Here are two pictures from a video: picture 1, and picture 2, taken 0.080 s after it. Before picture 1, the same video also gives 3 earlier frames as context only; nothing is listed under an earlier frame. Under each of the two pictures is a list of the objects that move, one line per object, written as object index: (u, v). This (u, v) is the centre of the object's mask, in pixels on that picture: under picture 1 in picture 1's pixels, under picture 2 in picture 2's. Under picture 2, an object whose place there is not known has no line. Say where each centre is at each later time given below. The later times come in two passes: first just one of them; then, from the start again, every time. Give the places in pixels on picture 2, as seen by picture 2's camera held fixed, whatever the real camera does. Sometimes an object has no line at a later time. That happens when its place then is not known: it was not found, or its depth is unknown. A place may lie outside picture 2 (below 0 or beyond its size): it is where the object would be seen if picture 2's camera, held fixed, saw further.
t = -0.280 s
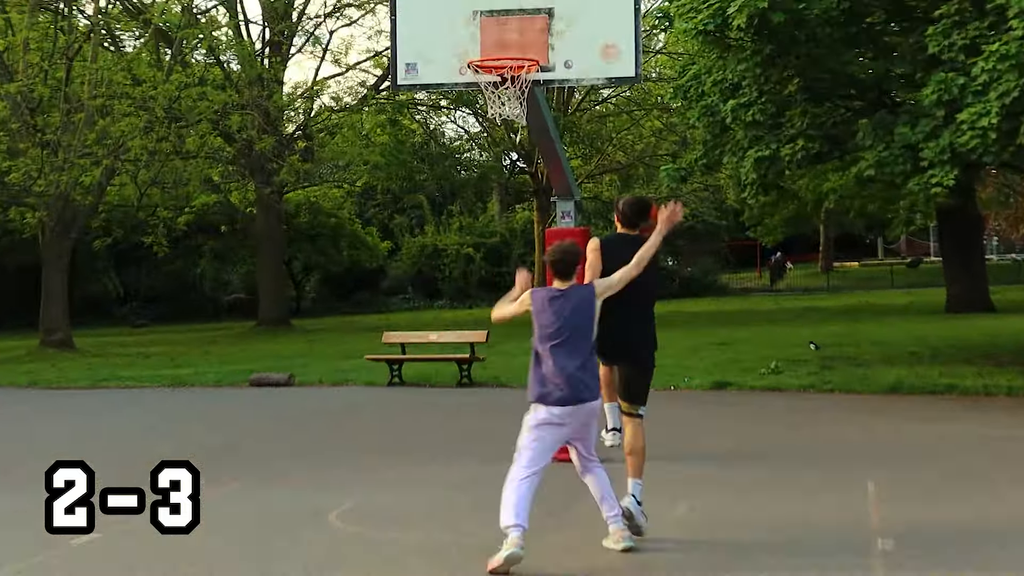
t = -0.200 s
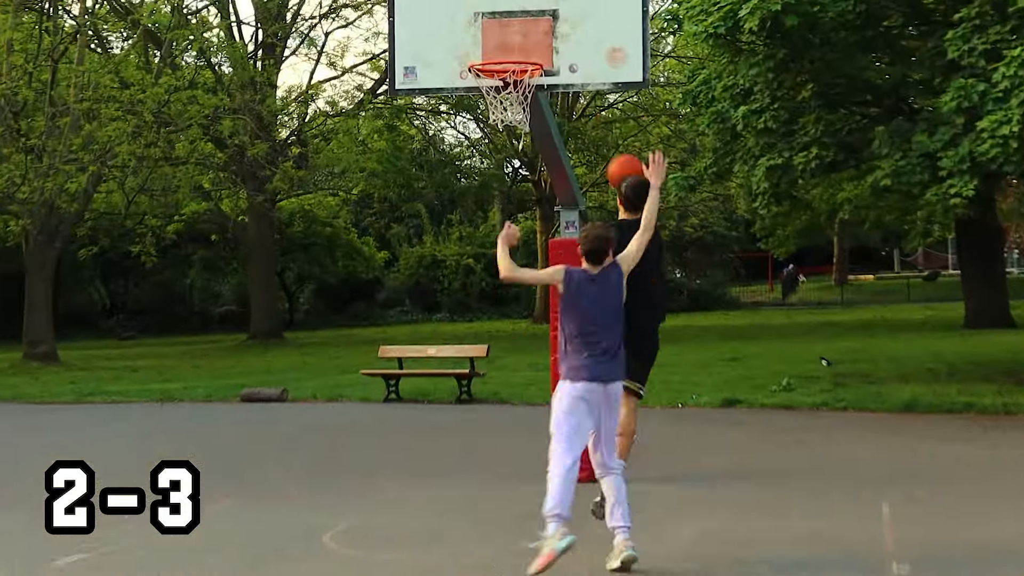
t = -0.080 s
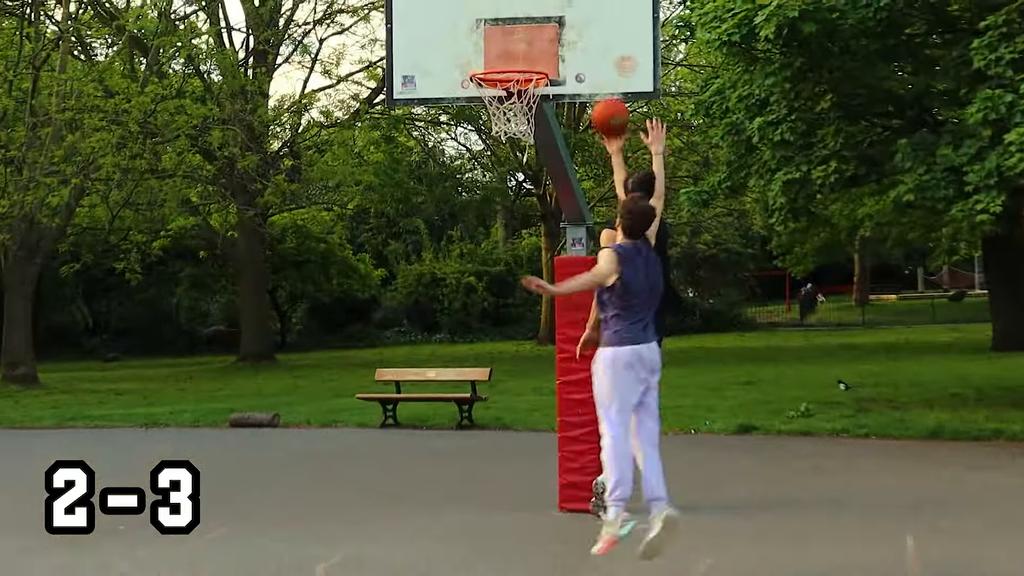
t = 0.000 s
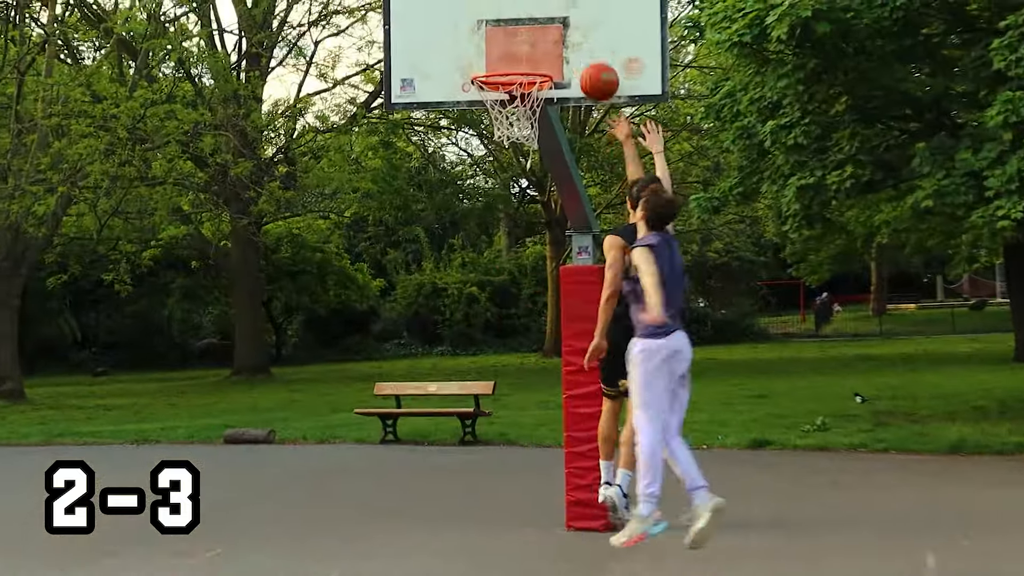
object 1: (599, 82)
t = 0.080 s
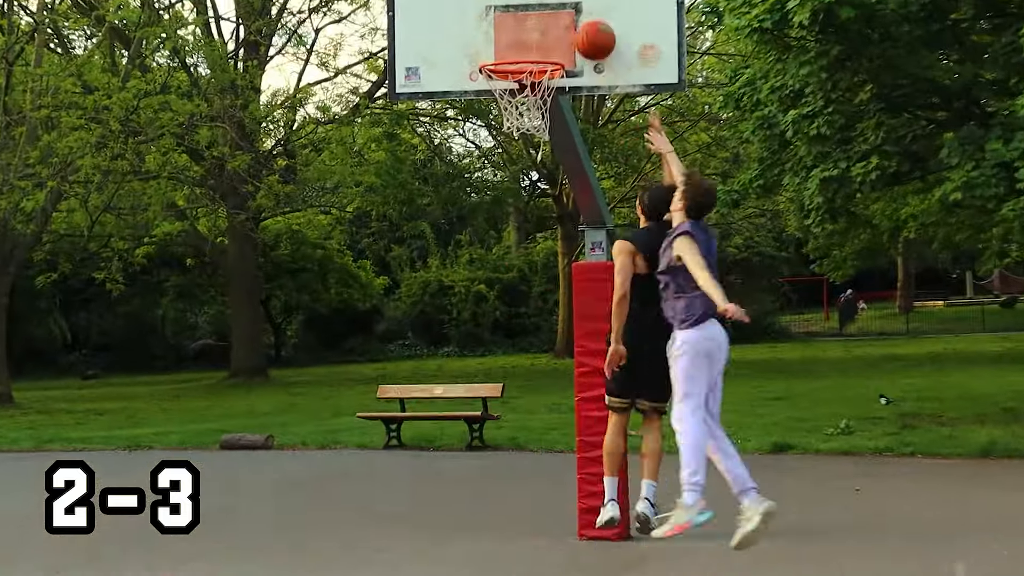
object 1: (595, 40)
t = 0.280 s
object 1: (562, 18)
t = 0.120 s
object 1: (587, 30)
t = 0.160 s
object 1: (579, 24)
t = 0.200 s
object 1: (574, 22)
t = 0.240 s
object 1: (568, 20)
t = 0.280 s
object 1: (562, 18)
